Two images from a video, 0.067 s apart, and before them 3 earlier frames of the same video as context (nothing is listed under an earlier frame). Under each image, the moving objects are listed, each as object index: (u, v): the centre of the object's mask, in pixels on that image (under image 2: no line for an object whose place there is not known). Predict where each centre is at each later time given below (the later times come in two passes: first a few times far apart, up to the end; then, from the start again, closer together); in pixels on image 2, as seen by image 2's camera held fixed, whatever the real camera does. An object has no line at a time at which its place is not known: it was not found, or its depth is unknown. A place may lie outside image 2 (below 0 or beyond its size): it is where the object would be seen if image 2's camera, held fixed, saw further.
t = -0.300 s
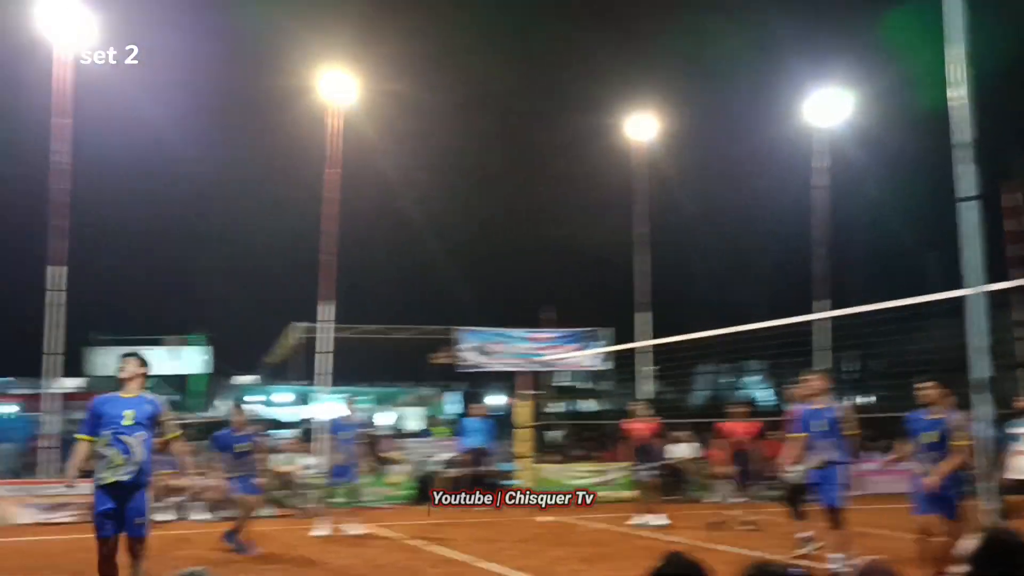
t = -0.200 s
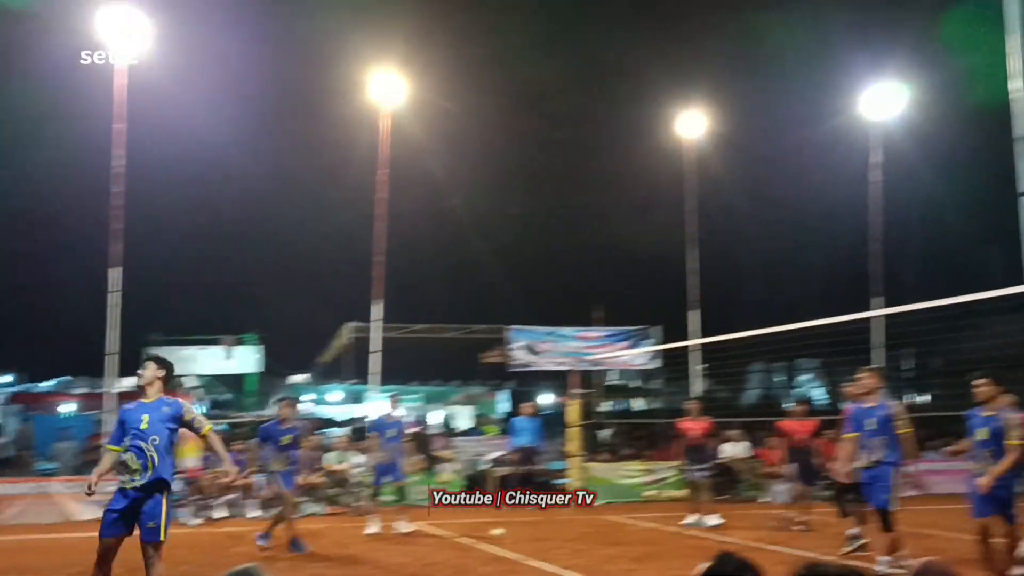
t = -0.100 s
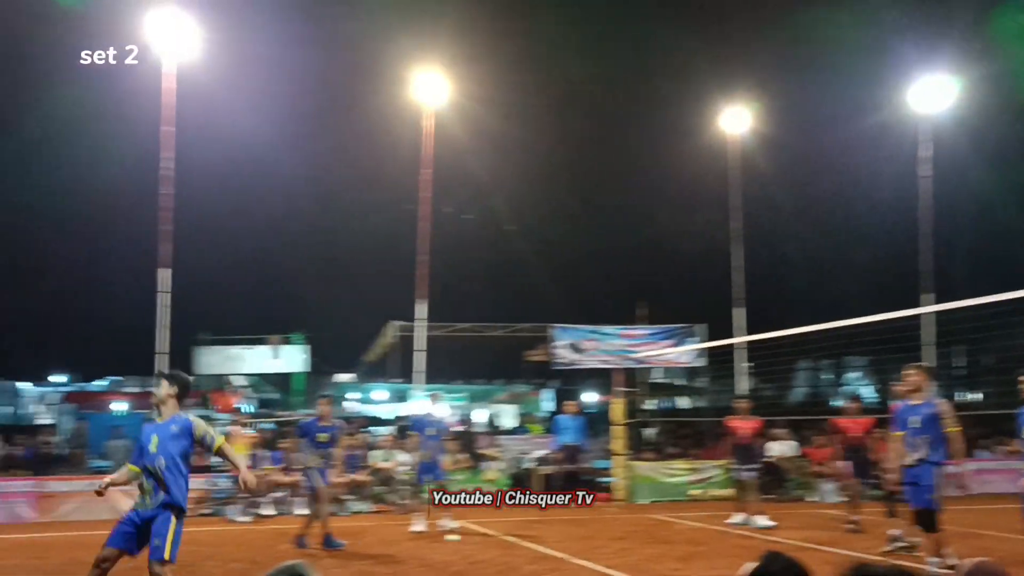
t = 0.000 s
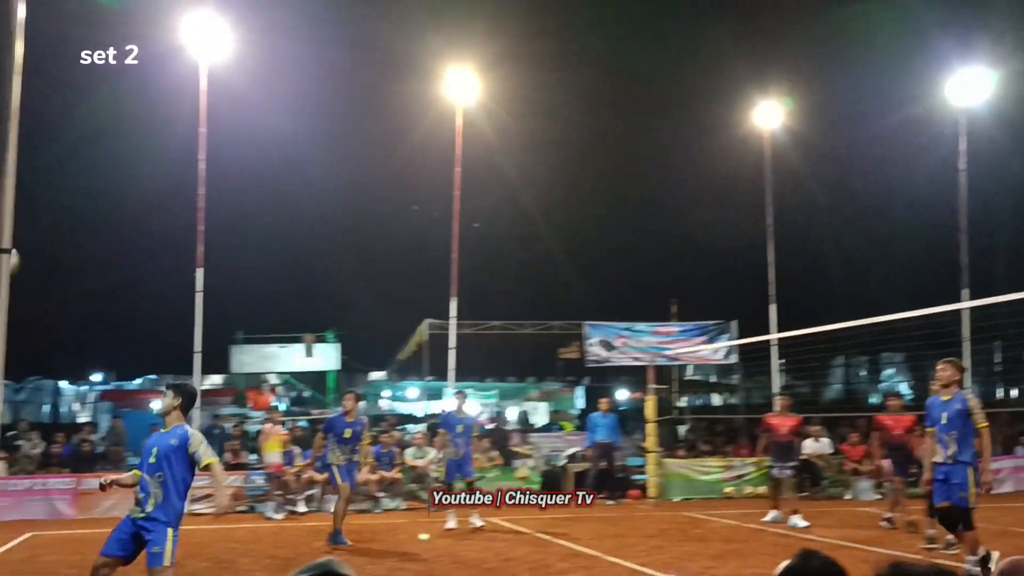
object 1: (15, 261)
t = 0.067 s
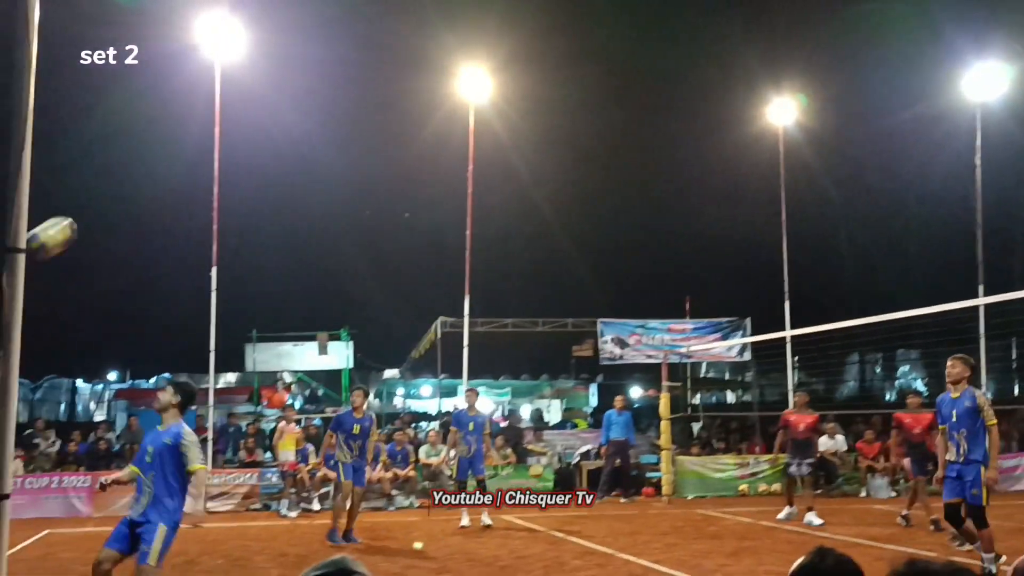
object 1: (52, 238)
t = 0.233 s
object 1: (160, 189)
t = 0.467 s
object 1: (316, 193)
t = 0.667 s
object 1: (460, 271)
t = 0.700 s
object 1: (486, 292)
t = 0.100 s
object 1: (73, 223)
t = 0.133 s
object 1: (95, 212)
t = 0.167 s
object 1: (116, 204)
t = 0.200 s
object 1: (137, 196)
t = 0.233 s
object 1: (160, 189)
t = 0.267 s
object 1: (180, 184)
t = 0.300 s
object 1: (205, 179)
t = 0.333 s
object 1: (226, 178)
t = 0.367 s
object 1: (248, 180)
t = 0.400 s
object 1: (271, 183)
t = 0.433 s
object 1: (293, 187)
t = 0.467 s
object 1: (316, 193)
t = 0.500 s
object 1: (340, 200)
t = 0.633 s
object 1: (436, 253)
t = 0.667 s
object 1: (460, 271)
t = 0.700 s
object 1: (486, 292)
